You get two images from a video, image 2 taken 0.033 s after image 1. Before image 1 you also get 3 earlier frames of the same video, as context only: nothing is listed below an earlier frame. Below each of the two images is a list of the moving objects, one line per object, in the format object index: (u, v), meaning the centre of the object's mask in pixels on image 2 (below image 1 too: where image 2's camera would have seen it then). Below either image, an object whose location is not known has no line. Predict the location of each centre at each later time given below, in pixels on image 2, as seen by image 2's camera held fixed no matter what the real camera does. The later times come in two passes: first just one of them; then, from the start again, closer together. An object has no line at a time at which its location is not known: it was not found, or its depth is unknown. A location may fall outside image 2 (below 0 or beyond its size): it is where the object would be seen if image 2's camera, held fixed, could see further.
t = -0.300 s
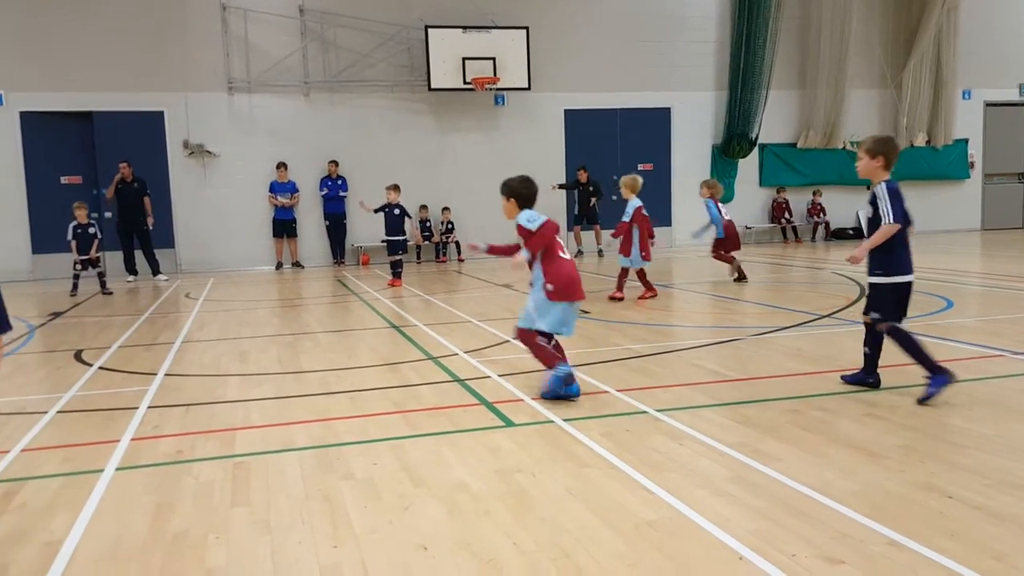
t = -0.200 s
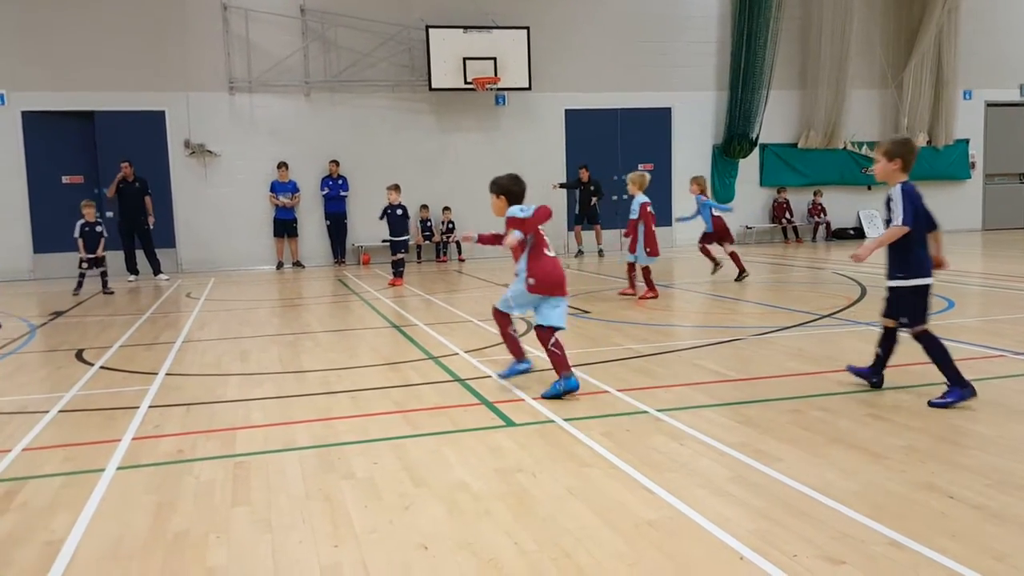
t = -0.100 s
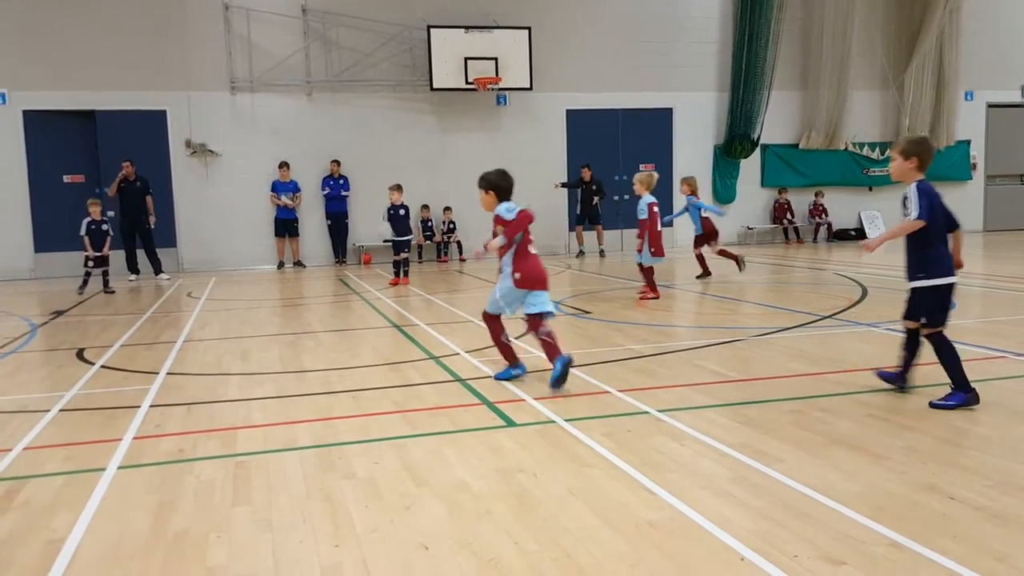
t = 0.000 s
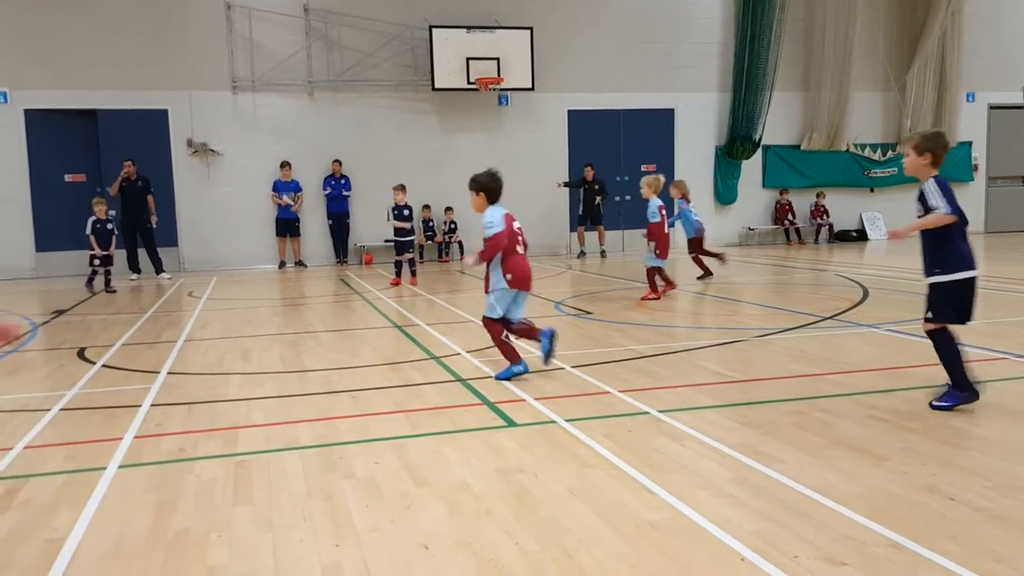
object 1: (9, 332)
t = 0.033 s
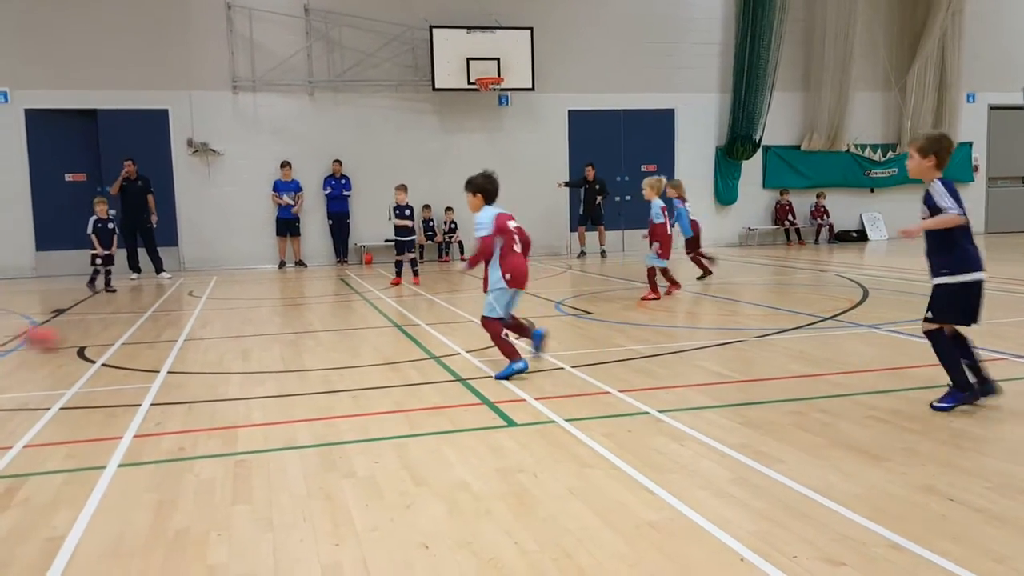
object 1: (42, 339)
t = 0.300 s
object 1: (334, 350)
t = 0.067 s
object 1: (75, 340)
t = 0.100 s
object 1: (107, 340)
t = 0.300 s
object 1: (334, 350)
